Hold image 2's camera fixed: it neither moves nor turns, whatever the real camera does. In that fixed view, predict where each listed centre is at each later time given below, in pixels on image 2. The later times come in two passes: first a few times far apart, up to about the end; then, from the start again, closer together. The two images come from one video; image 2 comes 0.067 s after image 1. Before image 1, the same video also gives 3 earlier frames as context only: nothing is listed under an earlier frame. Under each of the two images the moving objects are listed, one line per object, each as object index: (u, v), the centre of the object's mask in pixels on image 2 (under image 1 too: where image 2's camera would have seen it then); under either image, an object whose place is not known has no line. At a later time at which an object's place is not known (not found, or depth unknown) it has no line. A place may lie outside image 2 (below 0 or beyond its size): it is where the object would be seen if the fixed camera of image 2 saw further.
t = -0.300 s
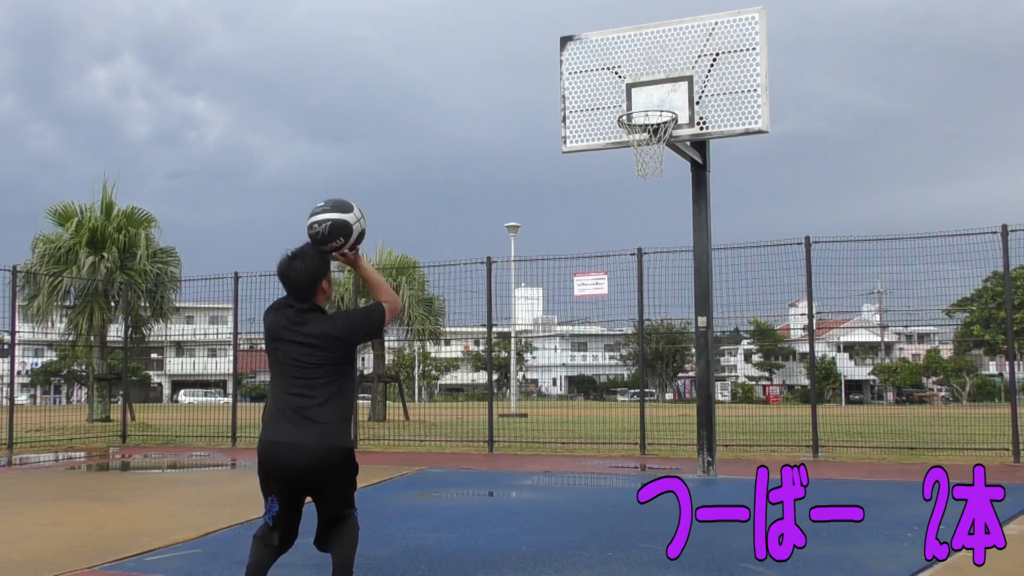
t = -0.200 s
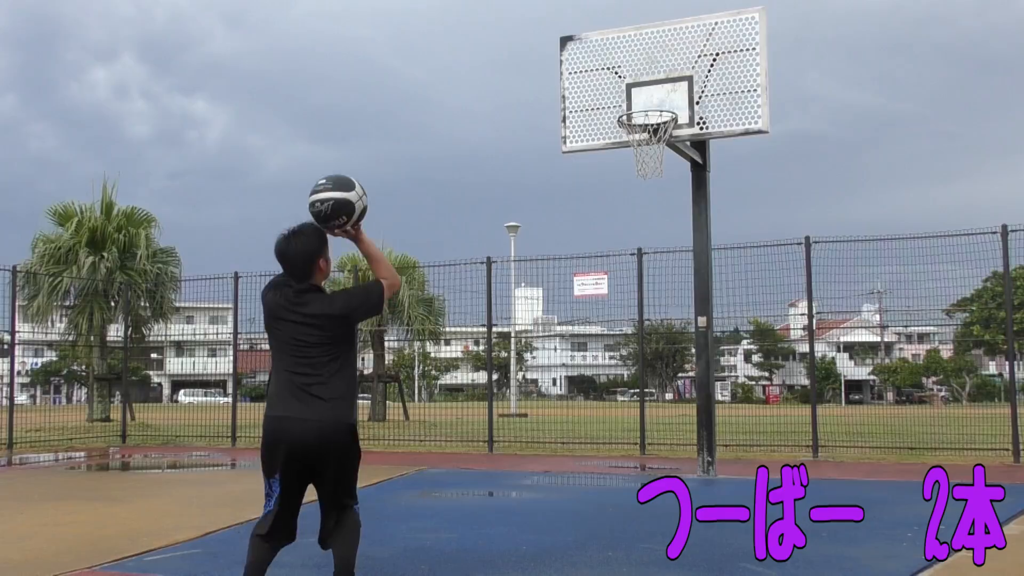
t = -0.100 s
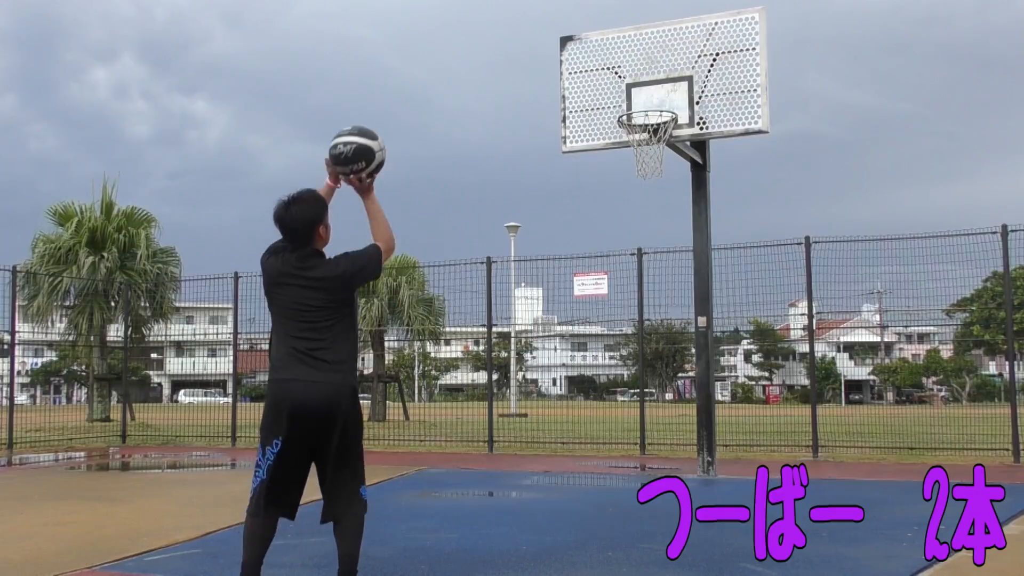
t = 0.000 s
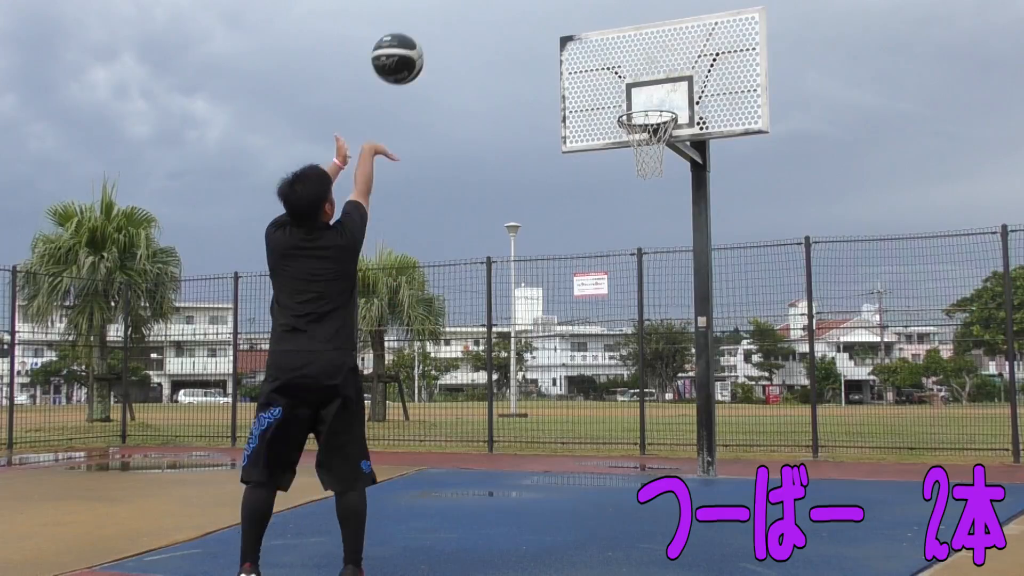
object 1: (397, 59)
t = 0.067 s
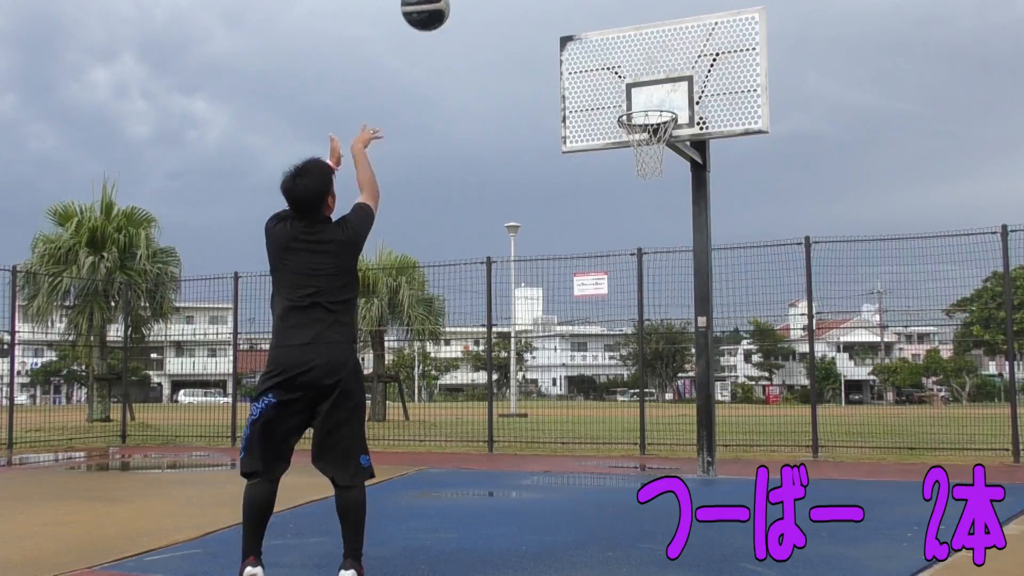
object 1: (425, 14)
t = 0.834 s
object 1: (618, 32)
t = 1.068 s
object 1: (651, 149)
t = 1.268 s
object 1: (660, 160)
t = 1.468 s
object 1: (670, 219)
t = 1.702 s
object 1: (681, 348)
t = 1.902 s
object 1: (689, 456)
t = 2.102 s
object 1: (686, 339)
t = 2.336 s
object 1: (684, 257)
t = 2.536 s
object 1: (682, 237)
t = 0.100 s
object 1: (439, 4)
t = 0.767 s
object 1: (606, 7)
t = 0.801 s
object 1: (612, 15)
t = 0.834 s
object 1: (618, 32)
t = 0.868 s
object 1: (623, 48)
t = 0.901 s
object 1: (629, 66)
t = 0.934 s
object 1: (634, 85)
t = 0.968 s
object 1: (639, 104)
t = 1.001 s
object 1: (644, 126)
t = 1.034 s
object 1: (648, 144)
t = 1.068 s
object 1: (651, 149)
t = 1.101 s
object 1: (653, 152)
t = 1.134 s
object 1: (654, 147)
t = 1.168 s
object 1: (655, 148)
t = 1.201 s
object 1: (657, 151)
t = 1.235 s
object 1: (658, 155)
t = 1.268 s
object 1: (660, 160)
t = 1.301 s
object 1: (661, 167)
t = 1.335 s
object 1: (663, 175)
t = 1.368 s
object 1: (664, 184)
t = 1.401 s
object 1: (666, 194)
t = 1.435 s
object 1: (668, 206)
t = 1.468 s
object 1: (670, 219)
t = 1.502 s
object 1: (671, 234)
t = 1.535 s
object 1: (672, 250)
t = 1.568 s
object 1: (674, 267)
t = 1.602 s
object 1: (676, 285)
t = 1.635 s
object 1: (678, 305)
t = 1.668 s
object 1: (679, 328)
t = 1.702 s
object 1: (681, 348)
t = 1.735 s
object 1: (683, 373)
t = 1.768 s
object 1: (685, 398)
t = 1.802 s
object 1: (687, 425)
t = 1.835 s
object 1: (689, 453)
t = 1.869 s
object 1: (693, 478)
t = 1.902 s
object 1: (689, 456)
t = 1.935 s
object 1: (689, 434)
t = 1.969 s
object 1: (688, 412)
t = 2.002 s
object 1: (688, 392)
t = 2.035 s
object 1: (687, 372)
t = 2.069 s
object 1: (686, 355)
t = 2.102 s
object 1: (686, 339)
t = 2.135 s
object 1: (685, 323)
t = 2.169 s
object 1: (686, 309)
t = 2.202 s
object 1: (685, 296)
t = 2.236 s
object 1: (685, 285)
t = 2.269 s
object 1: (684, 274)
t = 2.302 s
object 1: (684, 264)
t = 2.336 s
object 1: (684, 257)
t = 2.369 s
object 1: (683, 251)
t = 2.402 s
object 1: (683, 245)
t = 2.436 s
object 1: (683, 241)
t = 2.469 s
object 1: (683, 239)
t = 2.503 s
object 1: (682, 237)
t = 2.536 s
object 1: (682, 237)
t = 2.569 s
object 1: (682, 239)
